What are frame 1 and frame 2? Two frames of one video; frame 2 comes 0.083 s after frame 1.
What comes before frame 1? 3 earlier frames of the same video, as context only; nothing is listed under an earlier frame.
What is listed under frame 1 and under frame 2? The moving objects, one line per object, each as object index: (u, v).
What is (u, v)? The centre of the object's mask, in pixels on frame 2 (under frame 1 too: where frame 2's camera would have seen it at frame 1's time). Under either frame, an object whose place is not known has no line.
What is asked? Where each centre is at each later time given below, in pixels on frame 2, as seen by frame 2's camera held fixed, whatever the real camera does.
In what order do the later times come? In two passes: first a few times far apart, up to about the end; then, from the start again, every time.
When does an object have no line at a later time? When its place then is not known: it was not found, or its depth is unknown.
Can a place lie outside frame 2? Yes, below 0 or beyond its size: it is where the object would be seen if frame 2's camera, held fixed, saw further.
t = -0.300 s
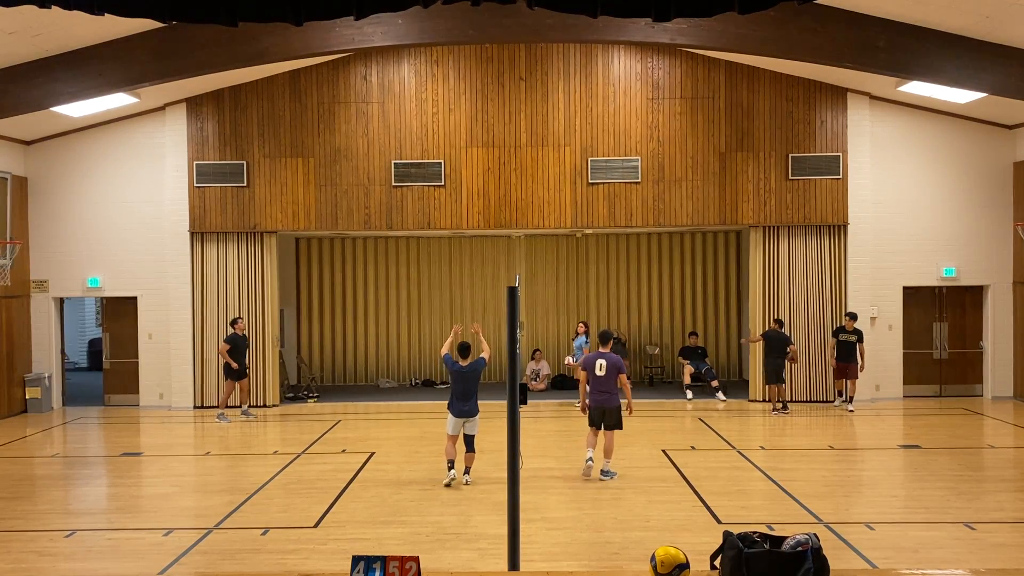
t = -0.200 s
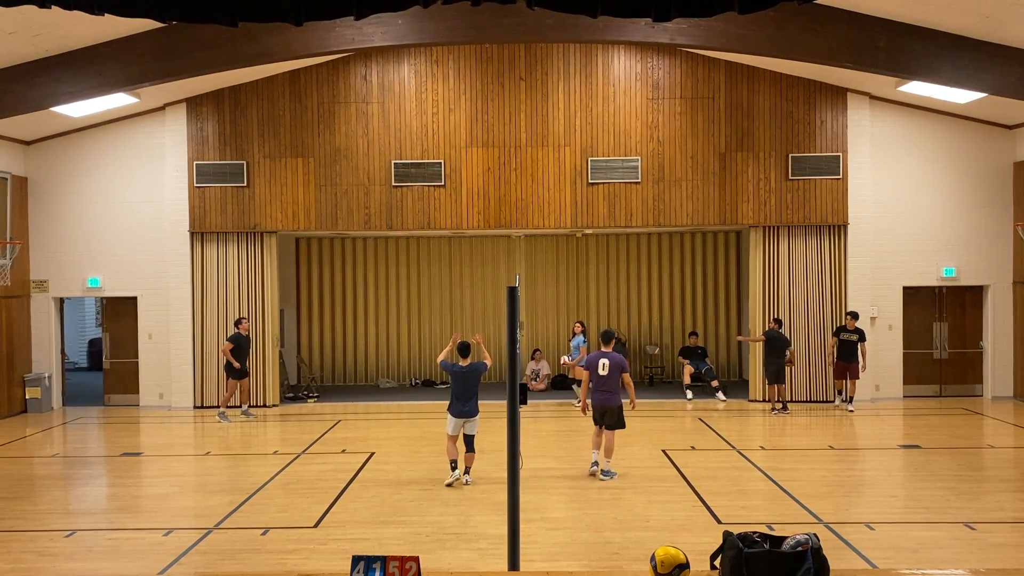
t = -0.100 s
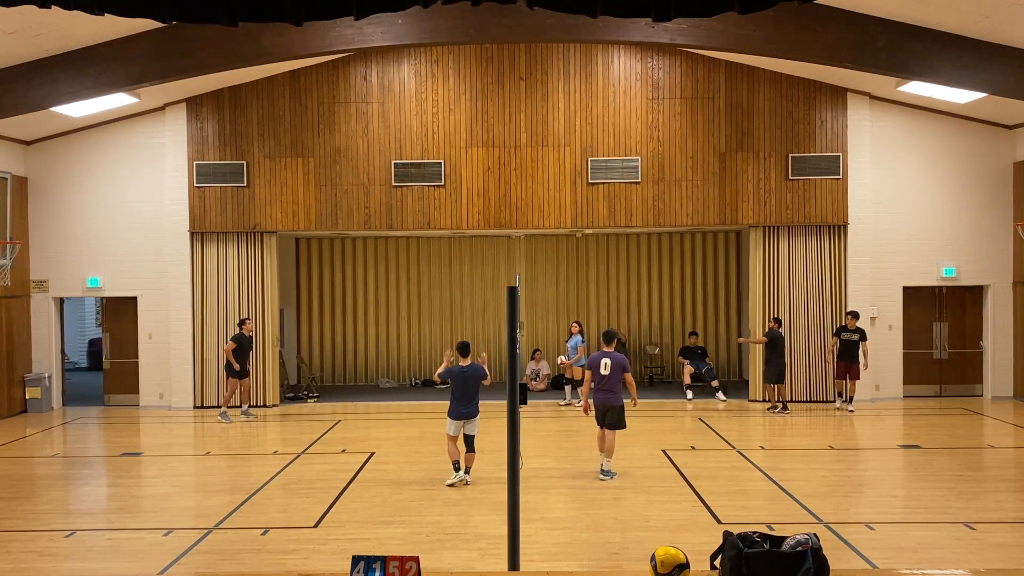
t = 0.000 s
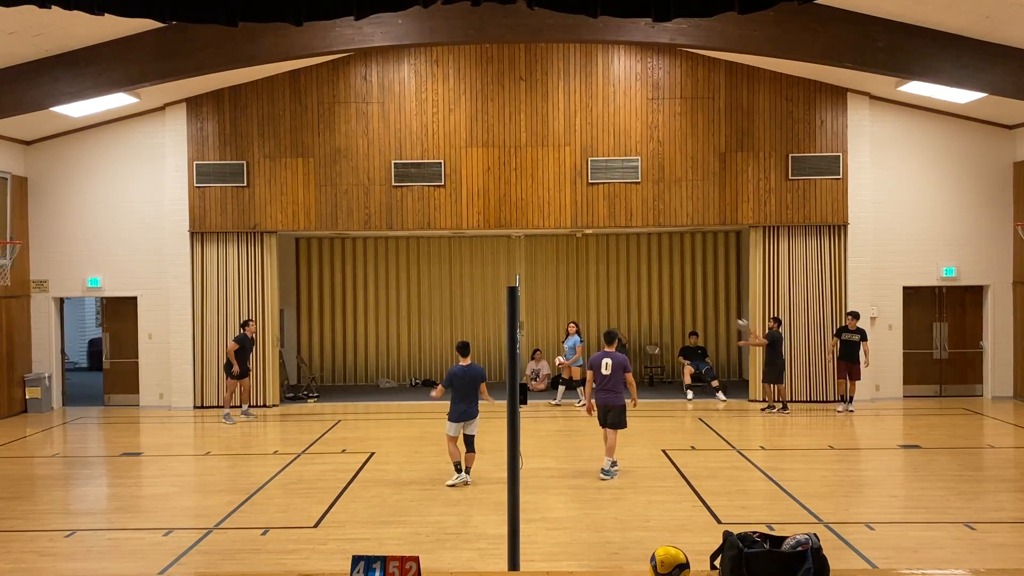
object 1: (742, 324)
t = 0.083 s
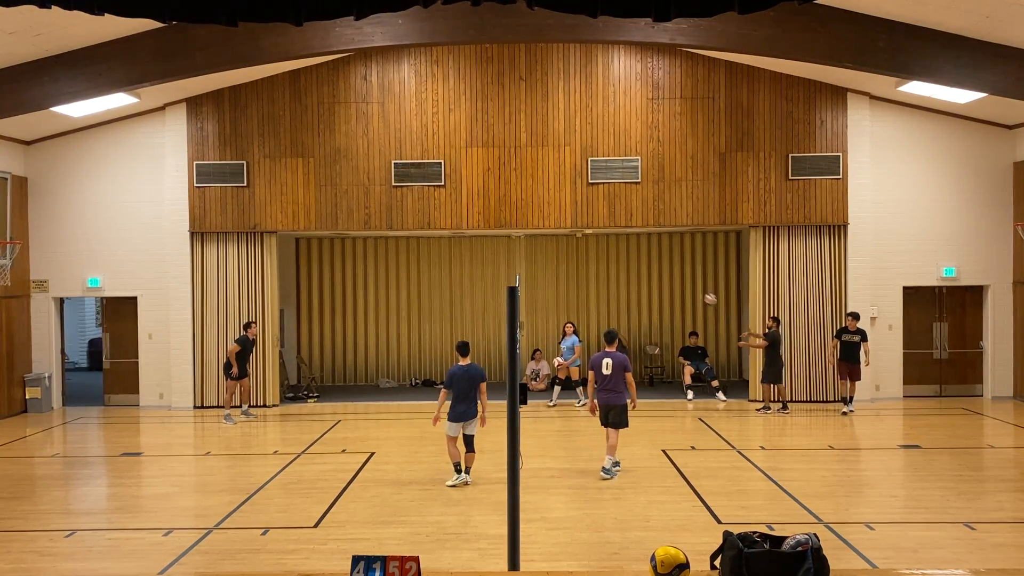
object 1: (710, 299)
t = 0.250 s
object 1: (647, 261)
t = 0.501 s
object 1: (555, 229)
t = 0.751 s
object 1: (464, 233)
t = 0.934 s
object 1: (398, 256)
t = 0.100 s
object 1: (703, 295)
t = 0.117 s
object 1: (698, 291)
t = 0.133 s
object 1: (692, 286)
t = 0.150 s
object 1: (686, 282)
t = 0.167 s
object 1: (679, 278)
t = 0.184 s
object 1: (673, 274)
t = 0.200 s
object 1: (666, 270)
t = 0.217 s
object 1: (660, 267)
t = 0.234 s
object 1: (654, 264)
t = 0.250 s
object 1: (647, 261)
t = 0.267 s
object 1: (641, 258)
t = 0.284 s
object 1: (634, 255)
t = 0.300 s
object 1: (628, 252)
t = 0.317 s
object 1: (623, 249)
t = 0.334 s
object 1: (617, 246)
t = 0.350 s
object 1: (610, 245)
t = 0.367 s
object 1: (604, 242)
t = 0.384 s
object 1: (598, 240)
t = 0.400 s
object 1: (592, 238)
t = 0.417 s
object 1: (585, 236)
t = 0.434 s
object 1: (579, 235)
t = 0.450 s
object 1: (574, 234)
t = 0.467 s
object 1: (567, 233)
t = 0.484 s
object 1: (561, 231)
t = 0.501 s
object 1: (555, 229)
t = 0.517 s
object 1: (549, 229)
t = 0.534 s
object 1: (543, 228)
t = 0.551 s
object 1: (537, 227)
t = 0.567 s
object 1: (530, 227)
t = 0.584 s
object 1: (524, 227)
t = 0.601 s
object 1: (519, 227)
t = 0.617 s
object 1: (513, 227)
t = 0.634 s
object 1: (507, 228)
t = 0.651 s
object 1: (500, 228)
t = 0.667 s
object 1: (494, 228)
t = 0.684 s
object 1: (488, 229)
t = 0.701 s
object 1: (483, 229)
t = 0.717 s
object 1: (476, 230)
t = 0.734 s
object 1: (470, 231)
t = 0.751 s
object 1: (464, 233)
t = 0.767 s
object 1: (458, 234)
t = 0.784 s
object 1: (453, 236)
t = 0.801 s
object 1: (446, 237)
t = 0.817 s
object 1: (440, 239)
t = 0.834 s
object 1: (434, 242)
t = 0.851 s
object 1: (428, 243)
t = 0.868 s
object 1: (422, 246)
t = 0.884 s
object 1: (416, 248)
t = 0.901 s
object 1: (410, 251)
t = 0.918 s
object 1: (404, 253)
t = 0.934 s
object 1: (398, 256)
